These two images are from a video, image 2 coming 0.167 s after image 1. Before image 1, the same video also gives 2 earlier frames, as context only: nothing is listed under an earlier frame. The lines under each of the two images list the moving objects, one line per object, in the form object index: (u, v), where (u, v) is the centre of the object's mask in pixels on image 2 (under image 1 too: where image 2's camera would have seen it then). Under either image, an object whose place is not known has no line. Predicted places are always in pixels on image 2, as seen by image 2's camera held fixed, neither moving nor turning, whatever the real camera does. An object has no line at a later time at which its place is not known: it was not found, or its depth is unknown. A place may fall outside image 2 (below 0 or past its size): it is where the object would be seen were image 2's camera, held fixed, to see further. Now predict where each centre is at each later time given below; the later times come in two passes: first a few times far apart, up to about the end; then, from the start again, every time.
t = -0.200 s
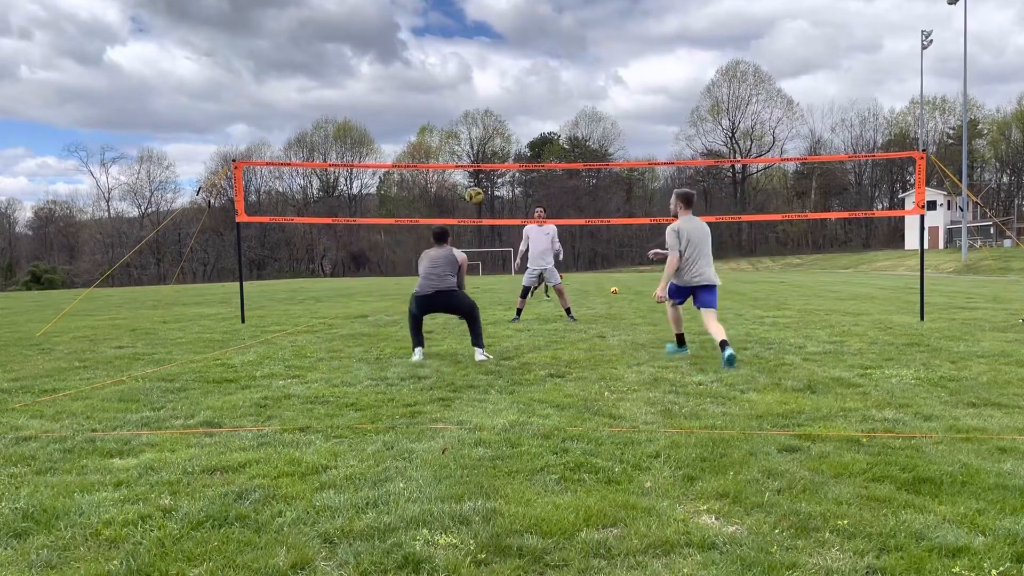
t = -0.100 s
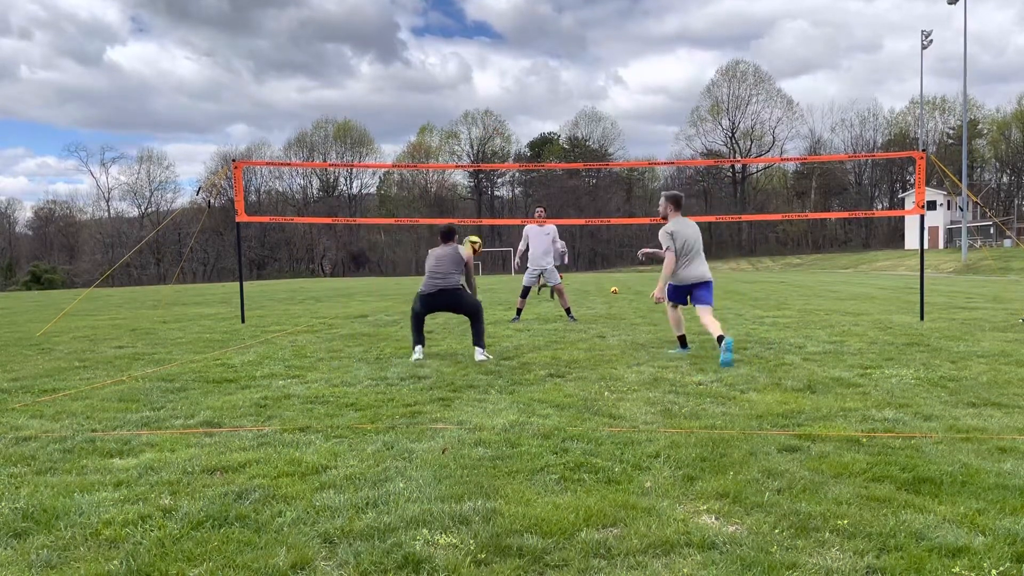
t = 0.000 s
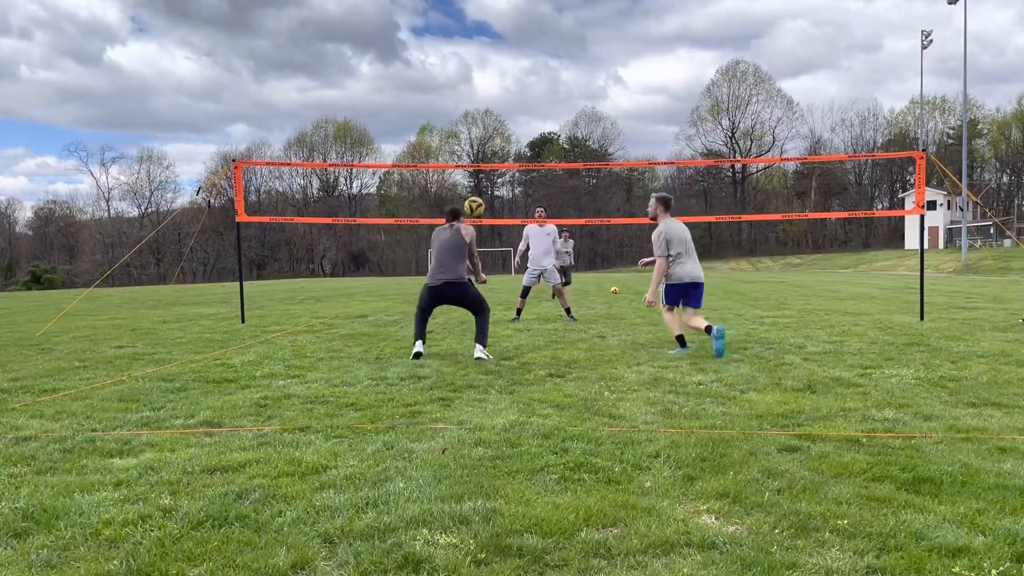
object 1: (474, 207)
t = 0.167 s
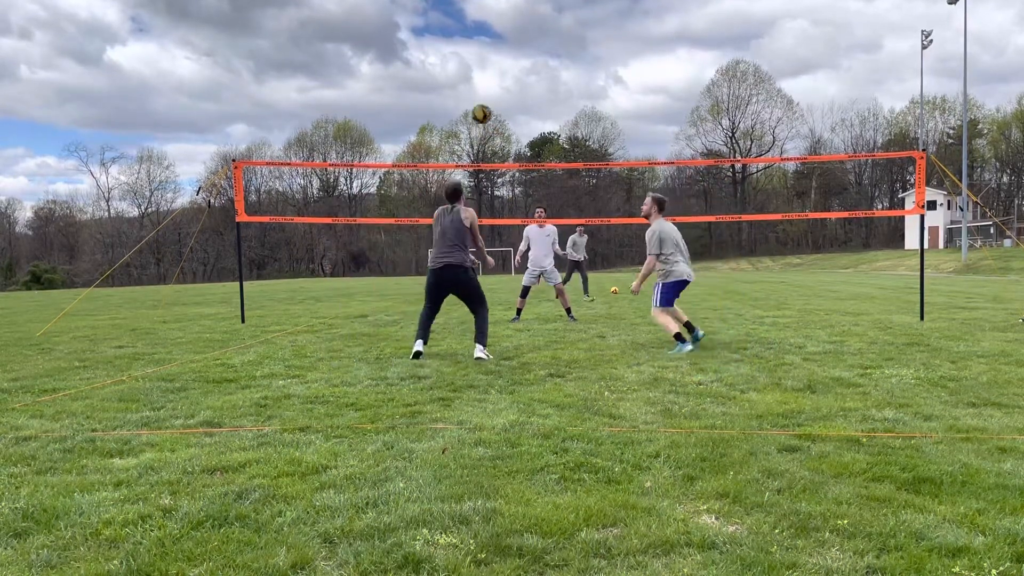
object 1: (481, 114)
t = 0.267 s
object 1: (486, 73)
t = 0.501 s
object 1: (499, 16)
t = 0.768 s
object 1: (517, 14)
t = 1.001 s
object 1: (530, 62)
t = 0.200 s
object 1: (483, 99)
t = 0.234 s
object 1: (485, 85)
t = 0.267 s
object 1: (486, 73)
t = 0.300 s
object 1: (488, 61)
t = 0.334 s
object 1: (490, 51)
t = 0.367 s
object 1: (492, 42)
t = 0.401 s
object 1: (494, 33)
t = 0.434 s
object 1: (496, 27)
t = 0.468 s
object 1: (497, 20)
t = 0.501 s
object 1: (499, 16)
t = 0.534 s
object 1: (501, 12)
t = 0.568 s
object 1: (505, 8)
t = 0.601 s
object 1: (507, 7)
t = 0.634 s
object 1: (510, 7)
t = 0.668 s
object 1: (511, 7)
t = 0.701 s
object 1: (513, 9)
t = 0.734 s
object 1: (515, 10)
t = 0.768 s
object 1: (517, 14)
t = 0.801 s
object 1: (519, 18)
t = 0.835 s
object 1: (521, 23)
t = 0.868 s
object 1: (523, 29)
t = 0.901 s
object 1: (525, 36)
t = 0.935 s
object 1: (527, 44)
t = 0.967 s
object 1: (528, 53)
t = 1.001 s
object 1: (530, 62)
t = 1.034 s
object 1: (532, 71)
